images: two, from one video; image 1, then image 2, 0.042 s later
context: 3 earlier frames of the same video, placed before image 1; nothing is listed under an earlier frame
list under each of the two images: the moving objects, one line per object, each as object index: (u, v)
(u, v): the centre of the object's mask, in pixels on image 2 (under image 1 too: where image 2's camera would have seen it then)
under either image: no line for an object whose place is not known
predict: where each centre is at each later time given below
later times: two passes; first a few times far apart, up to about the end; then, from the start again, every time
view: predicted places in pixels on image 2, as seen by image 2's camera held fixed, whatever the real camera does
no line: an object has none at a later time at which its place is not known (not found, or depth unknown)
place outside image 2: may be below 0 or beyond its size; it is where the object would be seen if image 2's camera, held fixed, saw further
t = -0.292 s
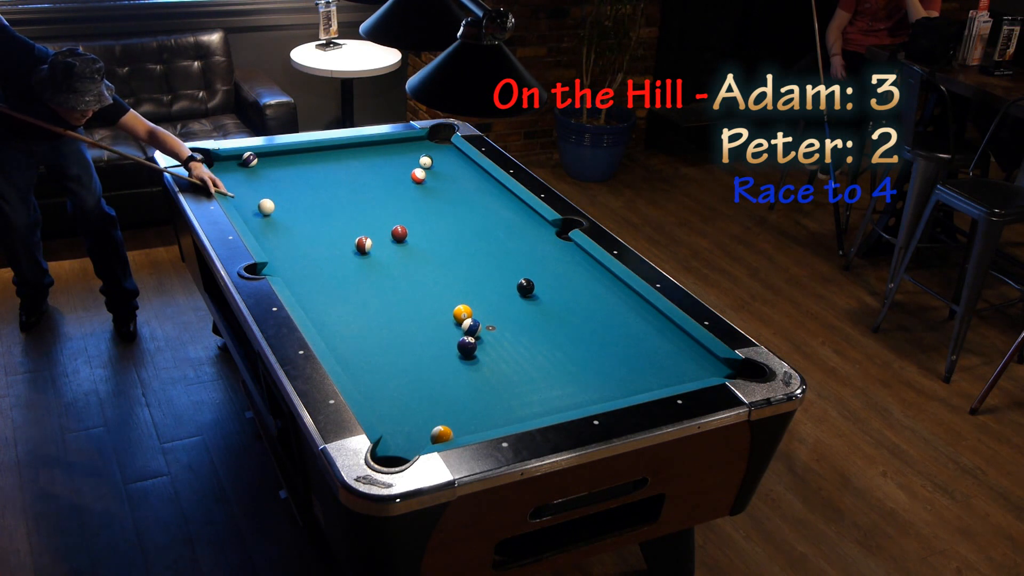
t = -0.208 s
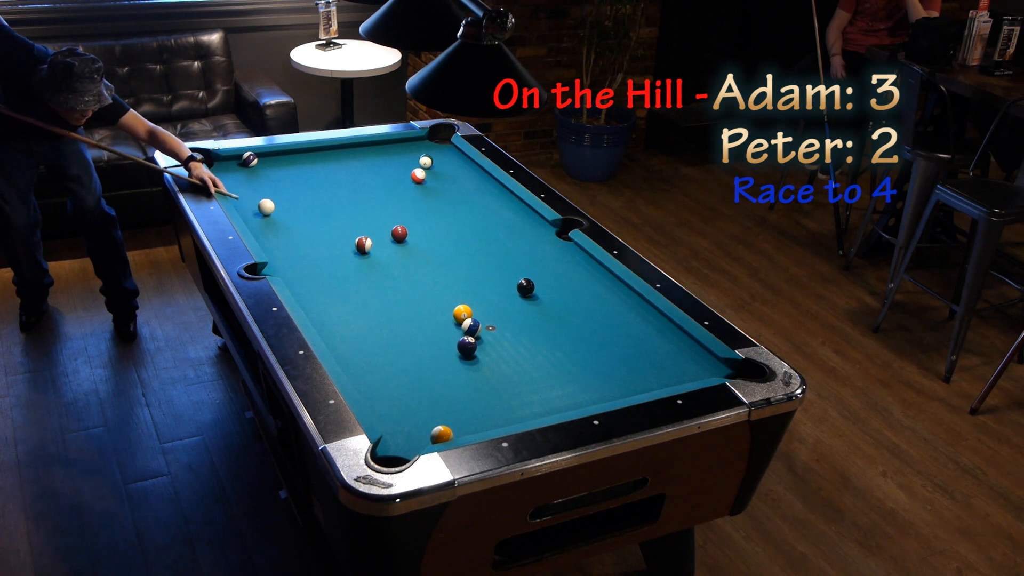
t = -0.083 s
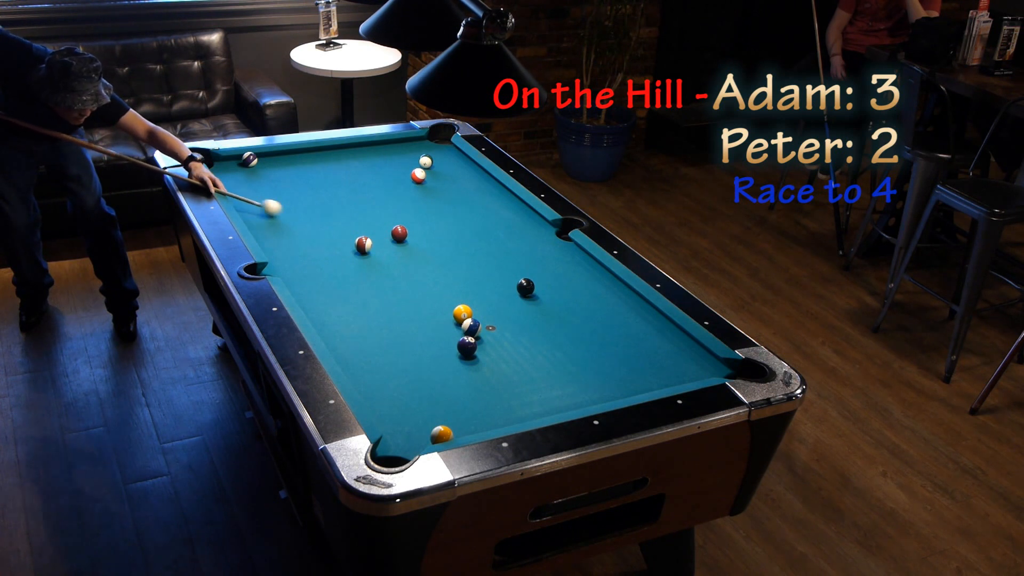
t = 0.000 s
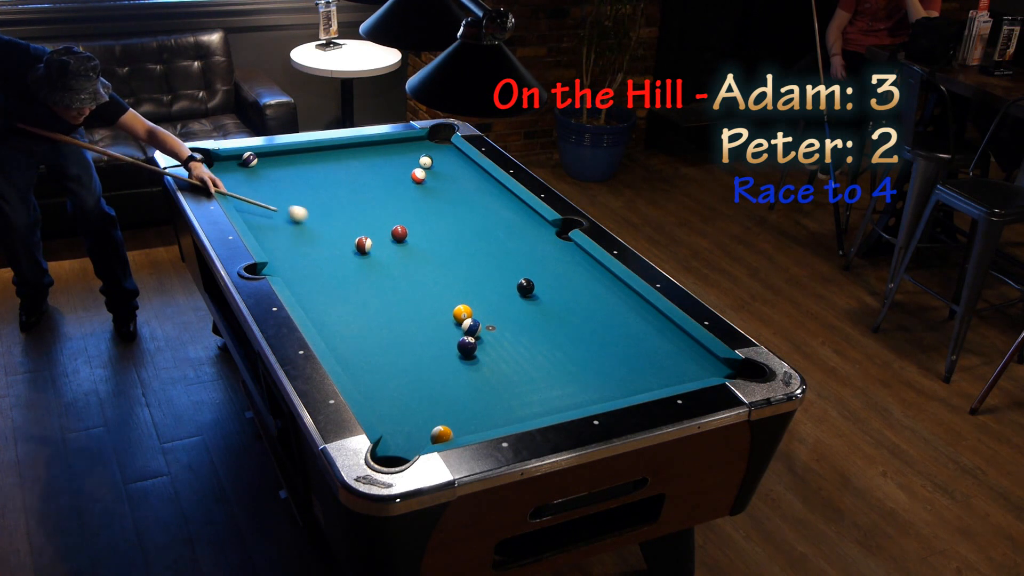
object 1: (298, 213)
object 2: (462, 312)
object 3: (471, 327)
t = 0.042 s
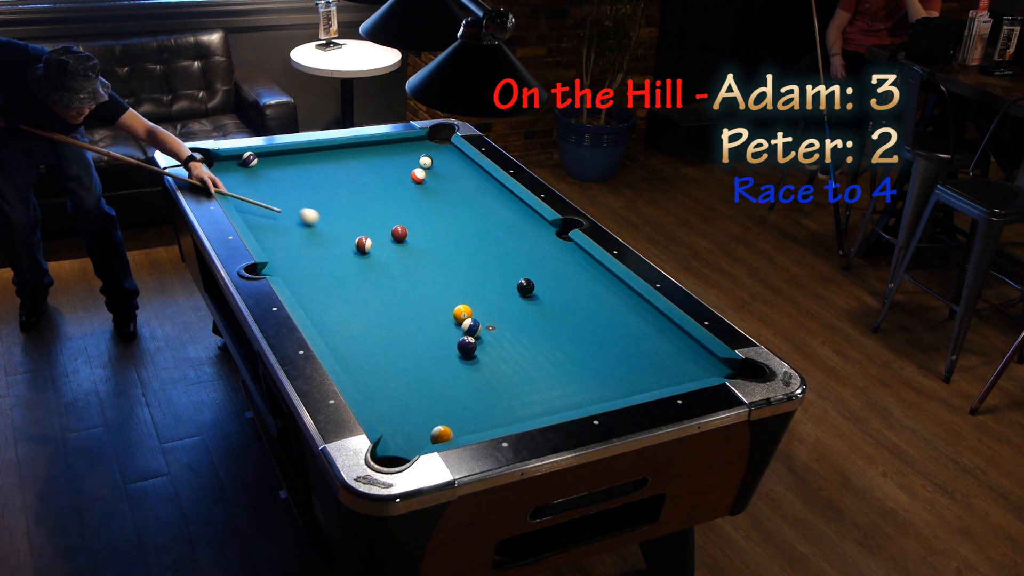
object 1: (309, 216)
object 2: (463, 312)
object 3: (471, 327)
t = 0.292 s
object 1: (375, 231)
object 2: (462, 312)
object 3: (471, 327)
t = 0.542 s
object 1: (399, 249)
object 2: (462, 312)
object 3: (471, 327)
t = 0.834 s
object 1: (425, 269)
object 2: (462, 312)
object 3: (471, 327)
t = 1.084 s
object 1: (447, 287)
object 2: (463, 312)
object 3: (471, 327)
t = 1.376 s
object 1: (475, 306)
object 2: (461, 315)
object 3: (472, 327)
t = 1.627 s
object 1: (500, 315)
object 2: (455, 321)
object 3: (474, 329)
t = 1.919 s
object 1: (530, 325)
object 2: (447, 325)
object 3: (479, 333)
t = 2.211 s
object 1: (558, 335)
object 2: (441, 328)
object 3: (483, 336)
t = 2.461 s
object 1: (581, 342)
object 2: (437, 330)
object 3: (484, 337)
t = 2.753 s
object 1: (605, 351)
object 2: (434, 332)
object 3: (484, 338)
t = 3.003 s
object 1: (625, 357)
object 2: (433, 333)
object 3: (484, 338)
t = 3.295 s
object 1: (646, 364)
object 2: (433, 333)
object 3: (484, 338)
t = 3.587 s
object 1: (664, 371)
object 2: (433, 332)
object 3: (484, 338)
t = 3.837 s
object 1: (678, 376)
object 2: (433, 332)
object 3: (484, 338)
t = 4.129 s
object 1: (685, 376)
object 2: (433, 332)
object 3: (484, 338)
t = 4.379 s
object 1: (685, 374)
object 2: (433, 332)
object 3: (484, 338)
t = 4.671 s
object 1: (685, 372)
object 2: (433, 332)
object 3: (484, 338)
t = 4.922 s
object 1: (684, 372)
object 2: (433, 333)
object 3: (484, 338)
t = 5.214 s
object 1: (684, 371)
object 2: (433, 333)
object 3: (484, 338)
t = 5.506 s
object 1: (684, 371)
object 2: (433, 333)
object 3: (484, 338)
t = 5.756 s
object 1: (684, 371)
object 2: (433, 333)
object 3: (484, 338)
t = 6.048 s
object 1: (684, 371)
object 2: (433, 333)
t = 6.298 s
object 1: (684, 371)
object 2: (433, 332)
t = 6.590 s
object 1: (684, 371)
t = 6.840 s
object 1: (684, 371)
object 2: (431, 331)
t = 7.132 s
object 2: (433, 333)
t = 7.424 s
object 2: (433, 333)
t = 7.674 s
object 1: (683, 371)
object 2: (433, 333)
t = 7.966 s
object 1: (685, 367)
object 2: (433, 332)
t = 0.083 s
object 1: (320, 219)
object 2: (462, 312)
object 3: (471, 327)
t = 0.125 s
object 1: (331, 221)
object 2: (462, 312)
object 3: (471, 327)
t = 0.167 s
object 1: (342, 223)
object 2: (463, 312)
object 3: (471, 327)
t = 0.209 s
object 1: (353, 226)
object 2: (462, 312)
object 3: (471, 327)
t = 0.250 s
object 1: (364, 227)
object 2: (463, 312)
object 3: (471, 327)
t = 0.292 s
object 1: (375, 231)
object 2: (462, 312)
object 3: (471, 327)
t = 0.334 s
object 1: (383, 234)
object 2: (462, 312)
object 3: (471, 327)
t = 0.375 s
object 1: (385, 237)
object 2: (462, 312)
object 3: (471, 327)
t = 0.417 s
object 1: (389, 240)
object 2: (462, 312)
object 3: (471, 327)
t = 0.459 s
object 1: (392, 243)
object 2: (463, 312)
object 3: (471, 327)
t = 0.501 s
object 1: (396, 246)
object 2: (463, 312)
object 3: (471, 327)
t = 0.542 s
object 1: (399, 249)
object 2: (462, 312)
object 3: (471, 327)
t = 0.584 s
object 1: (403, 252)
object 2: (462, 312)
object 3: (471, 327)
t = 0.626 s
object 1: (407, 255)
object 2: (463, 312)
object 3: (471, 327)
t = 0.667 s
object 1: (410, 257)
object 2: (463, 312)
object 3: (471, 327)
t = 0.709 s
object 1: (414, 260)
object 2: (463, 312)
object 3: (471, 327)
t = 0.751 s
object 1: (417, 263)
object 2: (463, 312)
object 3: (471, 327)
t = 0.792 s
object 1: (421, 266)
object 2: (462, 312)
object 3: (471, 327)
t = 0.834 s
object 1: (425, 269)
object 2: (462, 312)
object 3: (471, 327)
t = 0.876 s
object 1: (429, 272)
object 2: (463, 312)
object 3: (471, 327)
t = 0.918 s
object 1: (432, 275)
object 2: (463, 312)
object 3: (471, 327)
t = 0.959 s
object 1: (436, 278)
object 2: (462, 312)
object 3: (471, 327)
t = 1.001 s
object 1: (440, 281)
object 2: (463, 312)
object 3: (471, 327)
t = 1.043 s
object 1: (443, 284)
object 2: (462, 312)
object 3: (471, 327)
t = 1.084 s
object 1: (447, 287)
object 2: (463, 312)
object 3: (471, 327)
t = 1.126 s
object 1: (451, 291)
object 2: (463, 312)
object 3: (471, 327)
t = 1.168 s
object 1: (454, 293)
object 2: (462, 312)
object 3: (471, 327)
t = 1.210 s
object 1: (458, 296)
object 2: (462, 312)
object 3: (471, 327)
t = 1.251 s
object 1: (462, 298)
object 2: (462, 312)
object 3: (471, 327)
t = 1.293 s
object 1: (466, 300)
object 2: (463, 312)
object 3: (471, 327)
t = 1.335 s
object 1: (471, 302)
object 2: (462, 312)
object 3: (471, 327)
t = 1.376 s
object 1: (475, 306)
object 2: (461, 315)
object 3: (472, 327)
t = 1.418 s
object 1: (479, 308)
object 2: (460, 316)
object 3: (471, 327)
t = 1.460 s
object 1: (483, 309)
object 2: (459, 318)
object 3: (471, 327)
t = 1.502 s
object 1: (487, 311)
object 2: (458, 319)
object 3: (472, 328)
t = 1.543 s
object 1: (492, 313)
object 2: (457, 320)
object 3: (473, 328)
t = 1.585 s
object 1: (496, 314)
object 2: (456, 321)
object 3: (473, 329)
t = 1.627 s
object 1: (500, 315)
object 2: (455, 321)
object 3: (474, 329)
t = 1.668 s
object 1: (505, 317)
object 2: (454, 322)
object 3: (475, 330)
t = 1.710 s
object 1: (509, 318)
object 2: (453, 322)
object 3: (476, 330)
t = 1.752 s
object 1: (513, 320)
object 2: (452, 323)
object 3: (476, 331)
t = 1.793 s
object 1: (518, 321)
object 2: (451, 324)
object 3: (477, 332)
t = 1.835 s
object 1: (522, 322)
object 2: (449, 324)
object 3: (478, 332)
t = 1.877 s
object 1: (526, 324)
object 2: (448, 325)
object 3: (479, 333)
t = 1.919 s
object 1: (530, 325)
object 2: (447, 325)
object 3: (479, 333)
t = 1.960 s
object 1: (534, 327)
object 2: (446, 326)
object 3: (480, 334)
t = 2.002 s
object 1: (538, 328)
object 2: (445, 326)
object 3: (480, 334)
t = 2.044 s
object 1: (542, 329)
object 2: (444, 327)
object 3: (481, 335)
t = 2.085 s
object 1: (546, 331)
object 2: (443, 327)
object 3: (481, 335)
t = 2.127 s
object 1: (550, 332)
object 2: (442, 328)
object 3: (482, 335)
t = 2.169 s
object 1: (554, 334)
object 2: (442, 328)
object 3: (482, 336)
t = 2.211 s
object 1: (558, 335)
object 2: (441, 328)
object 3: (483, 336)
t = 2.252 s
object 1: (562, 336)
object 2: (440, 329)
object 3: (483, 336)
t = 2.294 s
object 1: (566, 337)
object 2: (439, 329)
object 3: (483, 337)
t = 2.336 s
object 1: (569, 338)
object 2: (439, 330)
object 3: (483, 337)
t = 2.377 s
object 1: (573, 340)
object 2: (438, 329)
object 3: (484, 337)
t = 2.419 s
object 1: (577, 341)
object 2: (437, 330)
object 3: (484, 337)
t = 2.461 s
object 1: (581, 342)
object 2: (437, 330)
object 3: (484, 337)
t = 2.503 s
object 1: (584, 343)
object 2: (436, 330)
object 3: (484, 337)
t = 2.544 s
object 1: (588, 344)
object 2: (435, 330)
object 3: (484, 337)
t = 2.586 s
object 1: (591, 346)
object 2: (435, 331)
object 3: (484, 338)
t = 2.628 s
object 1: (595, 347)
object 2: (435, 331)
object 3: (484, 338)
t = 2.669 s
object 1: (598, 348)
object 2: (434, 331)
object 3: (484, 338)
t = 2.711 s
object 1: (602, 349)
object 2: (434, 331)
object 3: (484, 338)
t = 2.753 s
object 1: (605, 351)
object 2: (434, 332)
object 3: (484, 338)
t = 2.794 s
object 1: (609, 352)
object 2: (434, 332)
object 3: (484, 338)
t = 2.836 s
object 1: (612, 352)
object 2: (433, 332)
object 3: (484, 338)
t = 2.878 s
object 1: (615, 354)
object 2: (433, 332)
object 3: (484, 338)
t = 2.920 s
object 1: (618, 355)
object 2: (433, 332)
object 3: (484, 338)
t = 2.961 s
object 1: (622, 356)
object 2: (433, 333)
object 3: (484, 338)
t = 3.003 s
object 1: (625, 357)
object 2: (433, 333)
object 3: (484, 338)
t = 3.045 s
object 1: (628, 358)
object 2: (433, 333)
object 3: (484, 338)
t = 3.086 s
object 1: (631, 359)
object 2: (433, 333)
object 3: (484, 338)
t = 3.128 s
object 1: (634, 360)
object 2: (433, 333)
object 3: (484, 338)
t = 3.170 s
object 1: (637, 361)
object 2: (433, 333)
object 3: (484, 338)
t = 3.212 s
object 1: (640, 362)
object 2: (433, 333)
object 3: (484, 338)
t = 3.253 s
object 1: (643, 363)
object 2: (433, 333)
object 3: (484, 338)
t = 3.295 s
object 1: (646, 364)
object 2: (433, 333)
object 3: (484, 338)
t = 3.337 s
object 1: (649, 365)
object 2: (433, 333)
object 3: (484, 338)
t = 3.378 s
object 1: (651, 366)
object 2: (433, 333)
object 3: (484, 338)
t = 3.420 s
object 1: (654, 367)
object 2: (433, 332)
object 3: (484, 338)
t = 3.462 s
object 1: (657, 368)
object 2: (433, 332)
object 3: (484, 338)
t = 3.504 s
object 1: (659, 369)
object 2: (433, 332)
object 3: (484, 338)
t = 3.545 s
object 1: (662, 370)
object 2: (433, 332)
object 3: (484, 338)
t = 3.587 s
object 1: (664, 371)
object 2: (433, 332)
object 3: (484, 338)
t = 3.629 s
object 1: (667, 372)
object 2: (433, 332)
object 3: (484, 338)
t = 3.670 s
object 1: (669, 373)
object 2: (433, 332)
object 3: (484, 338)
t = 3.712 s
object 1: (671, 374)
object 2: (433, 332)
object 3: (484, 338)
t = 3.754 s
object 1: (674, 375)
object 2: (433, 332)
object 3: (484, 338)
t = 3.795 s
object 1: (676, 375)
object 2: (433, 332)
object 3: (484, 338)
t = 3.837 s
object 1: (678, 376)
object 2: (433, 332)
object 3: (484, 338)
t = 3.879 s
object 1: (680, 376)
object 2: (433, 332)
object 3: (484, 338)
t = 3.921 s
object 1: (682, 377)
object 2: (433, 332)
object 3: (484, 338)
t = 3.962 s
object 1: (684, 377)
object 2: (433, 332)
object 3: (484, 338)
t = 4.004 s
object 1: (685, 377)
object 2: (433, 332)
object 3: (484, 338)
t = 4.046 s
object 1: (685, 376)
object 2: (433, 332)
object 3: (484, 338)
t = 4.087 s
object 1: (685, 376)
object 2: (433, 332)
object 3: (484, 338)
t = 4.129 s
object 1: (685, 376)
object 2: (433, 332)
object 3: (484, 338)
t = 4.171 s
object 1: (685, 375)
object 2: (433, 332)
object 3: (484, 338)
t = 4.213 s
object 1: (685, 375)
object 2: (433, 332)
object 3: (484, 338)
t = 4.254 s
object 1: (685, 375)
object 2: (433, 332)
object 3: (484, 338)
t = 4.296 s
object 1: (685, 374)
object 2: (433, 332)
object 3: (484, 338)
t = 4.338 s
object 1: (685, 374)
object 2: (433, 332)
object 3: (484, 338)
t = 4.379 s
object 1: (685, 374)
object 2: (433, 332)
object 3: (484, 338)
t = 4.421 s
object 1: (685, 373)
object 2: (433, 332)
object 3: (484, 338)
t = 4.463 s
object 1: (685, 373)
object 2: (433, 332)
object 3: (484, 338)
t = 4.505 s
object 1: (685, 373)
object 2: (433, 332)
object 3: (484, 338)
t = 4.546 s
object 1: (685, 373)
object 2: (433, 333)
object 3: (484, 338)
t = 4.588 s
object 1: (685, 372)
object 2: (433, 332)
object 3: (484, 338)
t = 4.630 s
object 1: (685, 372)
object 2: (433, 332)
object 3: (484, 338)
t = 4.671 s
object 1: (685, 372)
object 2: (433, 332)
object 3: (484, 338)
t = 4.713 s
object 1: (685, 372)
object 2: (433, 332)
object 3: (484, 338)
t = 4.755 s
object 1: (685, 372)
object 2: (433, 332)
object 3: (484, 338)
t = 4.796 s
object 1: (685, 372)
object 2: (433, 332)
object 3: (484, 338)
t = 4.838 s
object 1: (684, 372)
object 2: (433, 332)
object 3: (484, 338)
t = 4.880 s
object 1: (685, 371)
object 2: (433, 332)
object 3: (484, 338)
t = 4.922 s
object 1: (684, 372)
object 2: (433, 333)
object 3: (484, 338)
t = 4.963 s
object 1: (684, 372)
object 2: (433, 333)
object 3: (484, 338)
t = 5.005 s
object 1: (684, 372)
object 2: (433, 333)
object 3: (484, 338)
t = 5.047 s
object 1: (684, 371)
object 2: (433, 333)
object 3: (484, 338)
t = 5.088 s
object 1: (684, 371)
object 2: (433, 333)
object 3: (484, 338)
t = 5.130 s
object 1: (684, 371)
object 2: (433, 333)
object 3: (484, 338)
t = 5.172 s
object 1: (684, 372)
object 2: (433, 332)
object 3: (484, 338)
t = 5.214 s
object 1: (684, 371)
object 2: (433, 333)
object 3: (484, 338)
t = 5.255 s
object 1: (684, 371)
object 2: (433, 333)
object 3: (484, 338)
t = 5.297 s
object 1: (684, 371)
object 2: (433, 333)
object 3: (484, 338)
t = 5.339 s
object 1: (684, 371)
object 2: (433, 332)
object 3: (484, 338)
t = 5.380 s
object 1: (684, 371)
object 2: (433, 332)
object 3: (484, 338)
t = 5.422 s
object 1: (684, 371)
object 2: (433, 332)
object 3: (484, 338)
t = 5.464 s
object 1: (684, 371)
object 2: (433, 333)
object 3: (484, 338)
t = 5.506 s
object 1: (684, 371)
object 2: (433, 333)
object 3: (484, 338)
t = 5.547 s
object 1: (684, 371)
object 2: (433, 332)
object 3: (484, 338)
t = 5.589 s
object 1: (684, 371)
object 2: (433, 333)
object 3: (484, 338)
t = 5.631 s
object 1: (684, 372)
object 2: (433, 333)
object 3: (484, 338)
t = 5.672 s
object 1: (684, 371)
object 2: (433, 333)
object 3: (484, 338)
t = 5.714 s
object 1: (684, 371)
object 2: (433, 333)
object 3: (484, 338)
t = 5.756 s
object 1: (684, 371)
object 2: (433, 333)
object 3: (484, 338)
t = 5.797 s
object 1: (684, 371)
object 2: (433, 333)
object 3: (484, 338)
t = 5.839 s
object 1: (684, 371)
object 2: (433, 333)
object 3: (484, 338)
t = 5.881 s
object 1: (684, 371)
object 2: (433, 333)
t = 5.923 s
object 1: (684, 371)
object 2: (433, 333)
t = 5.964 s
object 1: (684, 371)
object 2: (433, 333)
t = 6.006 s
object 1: (684, 371)
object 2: (433, 333)
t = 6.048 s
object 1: (684, 371)
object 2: (433, 333)
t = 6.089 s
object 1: (684, 371)
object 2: (433, 333)
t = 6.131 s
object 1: (684, 371)
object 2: (433, 333)
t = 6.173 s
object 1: (684, 371)
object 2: (433, 332)
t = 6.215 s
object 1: (684, 371)
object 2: (433, 332)
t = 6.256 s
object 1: (684, 371)
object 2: (433, 332)
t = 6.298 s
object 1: (684, 371)
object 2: (433, 332)
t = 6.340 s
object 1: (684, 371)
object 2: (433, 332)
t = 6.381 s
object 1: (684, 371)
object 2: (433, 332)
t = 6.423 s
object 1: (684, 371)
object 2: (433, 332)
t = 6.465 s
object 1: (684, 371)
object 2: (434, 333)
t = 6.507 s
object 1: (684, 371)
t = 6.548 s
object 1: (684, 371)
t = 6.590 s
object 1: (684, 371)
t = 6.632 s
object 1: (684, 371)
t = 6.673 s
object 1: (684, 371)
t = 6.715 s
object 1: (684, 371)
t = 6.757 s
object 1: (684, 371)
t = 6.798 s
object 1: (684, 371)
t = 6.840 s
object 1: (684, 371)
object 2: (431, 331)
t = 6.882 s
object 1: (684, 371)
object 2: (433, 332)
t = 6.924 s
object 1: (684, 370)
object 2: (433, 332)
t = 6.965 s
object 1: (684, 370)
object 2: (433, 332)
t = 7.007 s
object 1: (686, 368)
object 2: (433, 333)
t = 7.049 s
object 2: (433, 333)
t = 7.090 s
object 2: (433, 333)
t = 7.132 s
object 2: (433, 333)
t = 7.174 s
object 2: (433, 333)
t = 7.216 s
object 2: (433, 333)
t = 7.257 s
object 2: (433, 333)
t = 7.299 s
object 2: (433, 333)
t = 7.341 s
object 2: (433, 333)
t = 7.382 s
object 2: (433, 333)
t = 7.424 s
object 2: (433, 333)
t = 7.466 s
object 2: (433, 332)
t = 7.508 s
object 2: (433, 333)
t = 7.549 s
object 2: (433, 332)
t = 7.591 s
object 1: (679, 367)
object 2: (433, 333)
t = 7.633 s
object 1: (681, 369)
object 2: (433, 332)
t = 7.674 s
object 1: (683, 371)
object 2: (433, 333)
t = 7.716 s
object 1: (684, 372)
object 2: (433, 333)
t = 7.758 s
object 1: (684, 371)
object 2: (433, 332)
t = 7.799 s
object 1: (684, 370)
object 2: (433, 332)
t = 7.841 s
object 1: (684, 370)
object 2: (433, 332)
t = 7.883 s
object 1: (685, 369)
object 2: (433, 332)
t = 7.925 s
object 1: (684, 368)
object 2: (433, 333)
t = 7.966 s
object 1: (685, 367)
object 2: (433, 332)
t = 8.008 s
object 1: (684, 373)
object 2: (433, 333)
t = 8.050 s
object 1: (683, 374)
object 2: (433, 333)
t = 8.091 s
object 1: (684, 372)
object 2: (433, 333)
